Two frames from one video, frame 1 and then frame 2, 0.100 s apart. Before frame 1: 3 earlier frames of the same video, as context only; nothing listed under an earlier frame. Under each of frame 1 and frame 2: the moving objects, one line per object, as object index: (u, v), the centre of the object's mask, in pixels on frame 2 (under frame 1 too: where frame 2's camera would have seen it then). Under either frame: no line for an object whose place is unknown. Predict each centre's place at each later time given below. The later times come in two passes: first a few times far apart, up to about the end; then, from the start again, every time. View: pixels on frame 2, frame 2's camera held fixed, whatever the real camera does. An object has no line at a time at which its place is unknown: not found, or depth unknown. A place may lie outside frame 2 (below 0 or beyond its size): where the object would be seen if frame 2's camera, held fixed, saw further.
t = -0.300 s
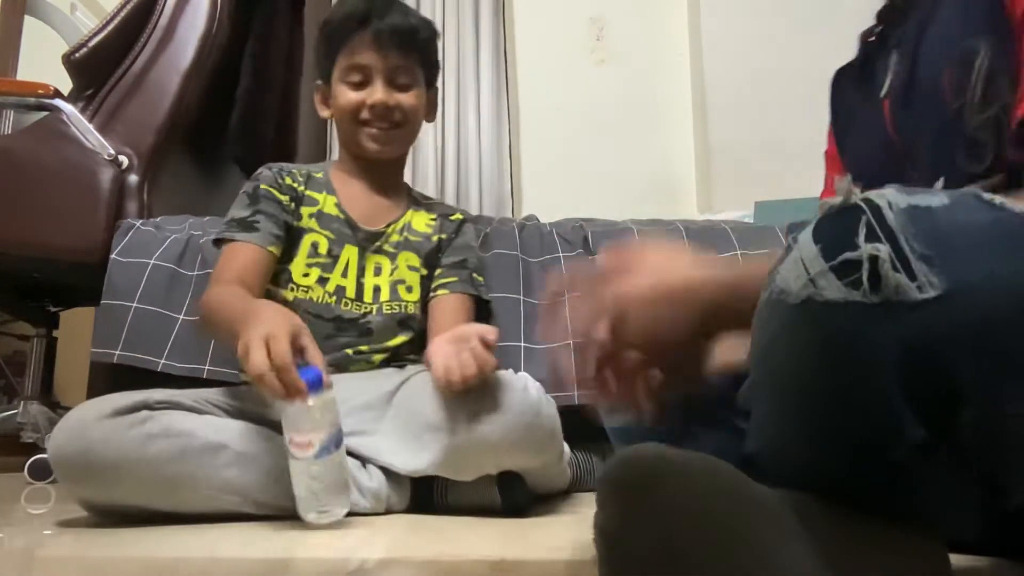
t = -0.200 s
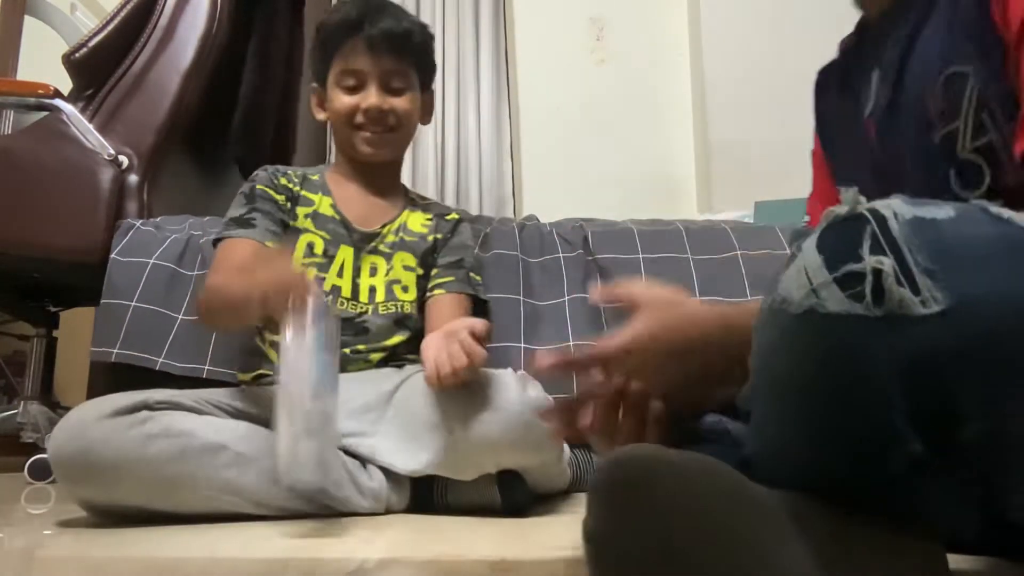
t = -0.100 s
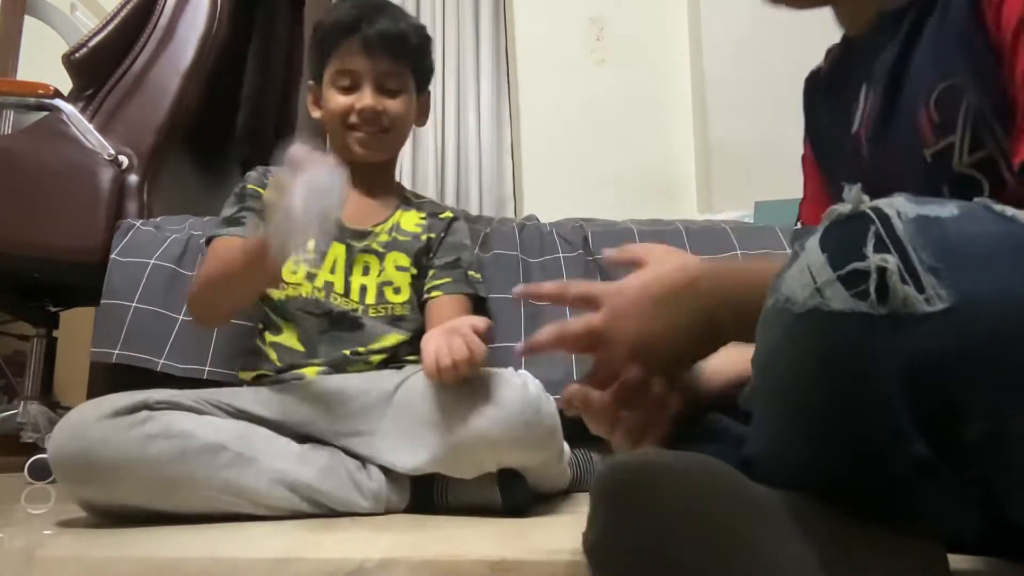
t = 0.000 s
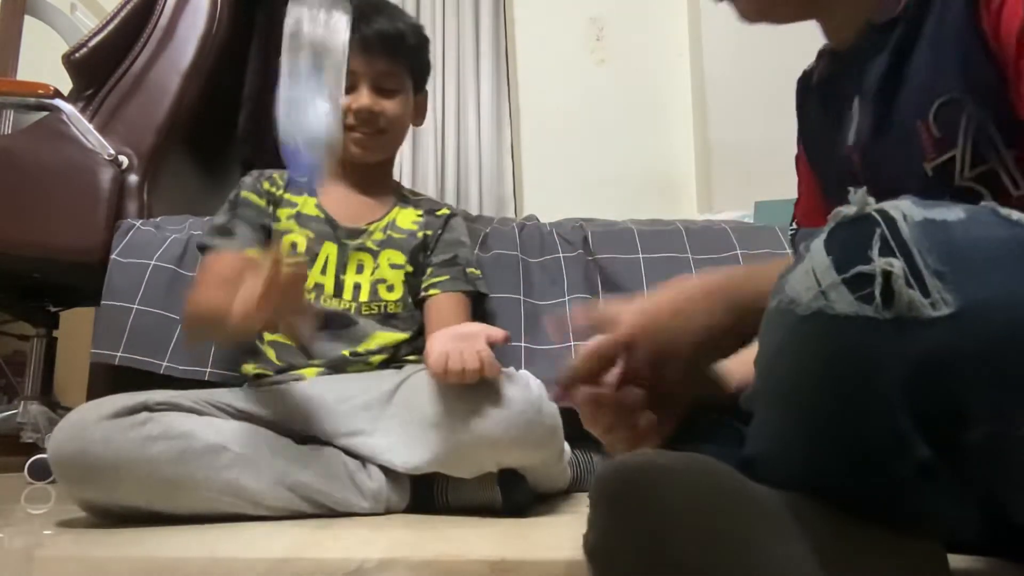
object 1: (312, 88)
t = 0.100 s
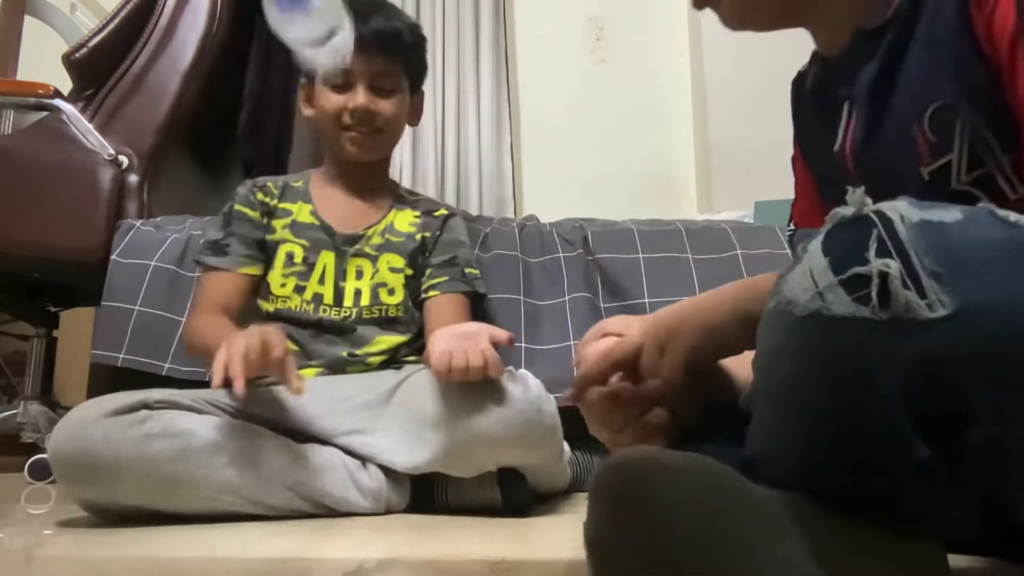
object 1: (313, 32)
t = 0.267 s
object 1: (299, 229)
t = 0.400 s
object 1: (278, 462)
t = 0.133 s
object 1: (314, 52)
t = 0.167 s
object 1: (310, 73)
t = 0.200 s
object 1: (307, 92)
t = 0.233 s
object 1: (304, 132)
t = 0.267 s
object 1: (299, 229)
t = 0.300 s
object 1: (294, 330)
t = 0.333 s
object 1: (285, 454)
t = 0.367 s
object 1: (282, 465)
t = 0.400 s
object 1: (278, 462)
